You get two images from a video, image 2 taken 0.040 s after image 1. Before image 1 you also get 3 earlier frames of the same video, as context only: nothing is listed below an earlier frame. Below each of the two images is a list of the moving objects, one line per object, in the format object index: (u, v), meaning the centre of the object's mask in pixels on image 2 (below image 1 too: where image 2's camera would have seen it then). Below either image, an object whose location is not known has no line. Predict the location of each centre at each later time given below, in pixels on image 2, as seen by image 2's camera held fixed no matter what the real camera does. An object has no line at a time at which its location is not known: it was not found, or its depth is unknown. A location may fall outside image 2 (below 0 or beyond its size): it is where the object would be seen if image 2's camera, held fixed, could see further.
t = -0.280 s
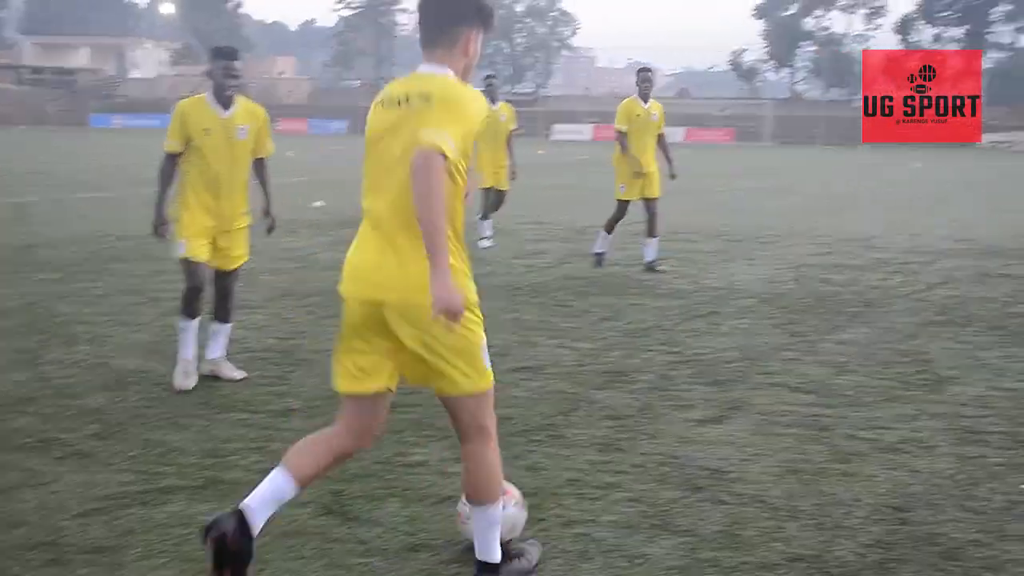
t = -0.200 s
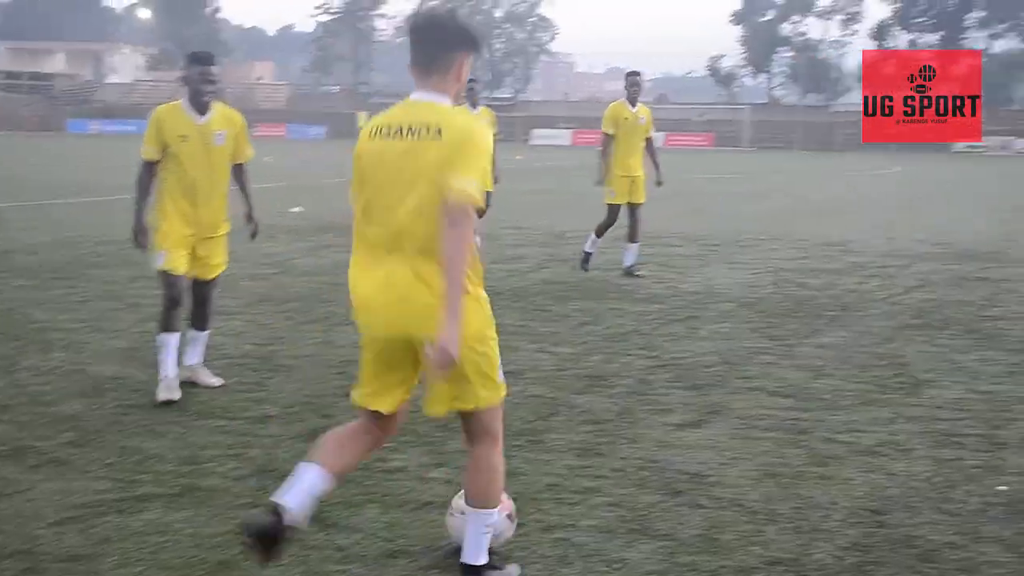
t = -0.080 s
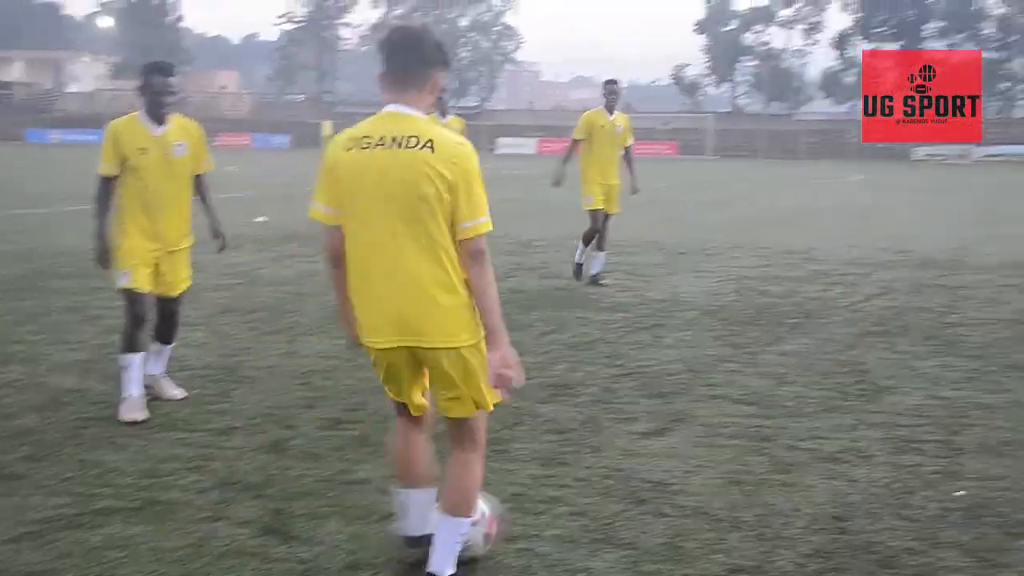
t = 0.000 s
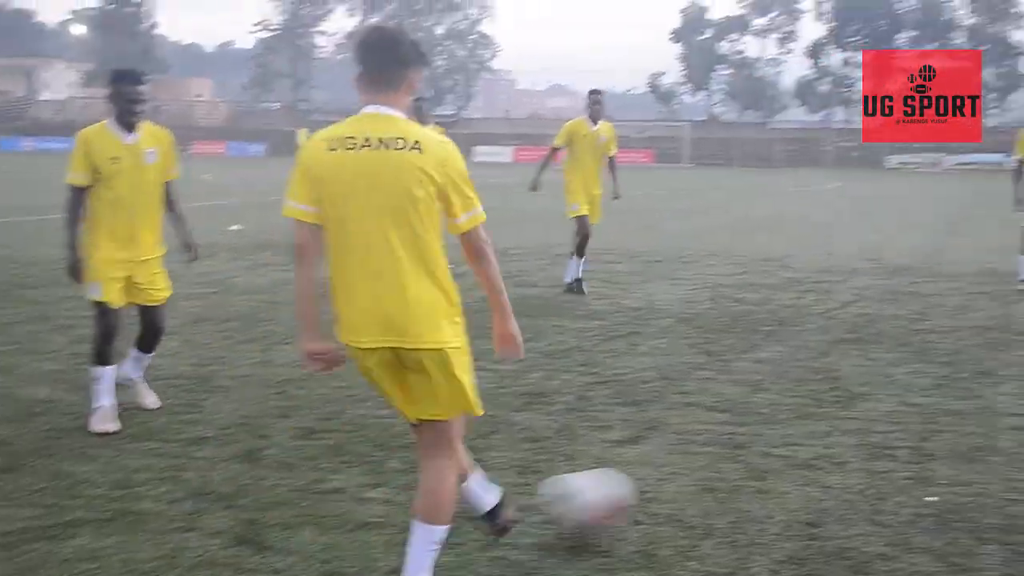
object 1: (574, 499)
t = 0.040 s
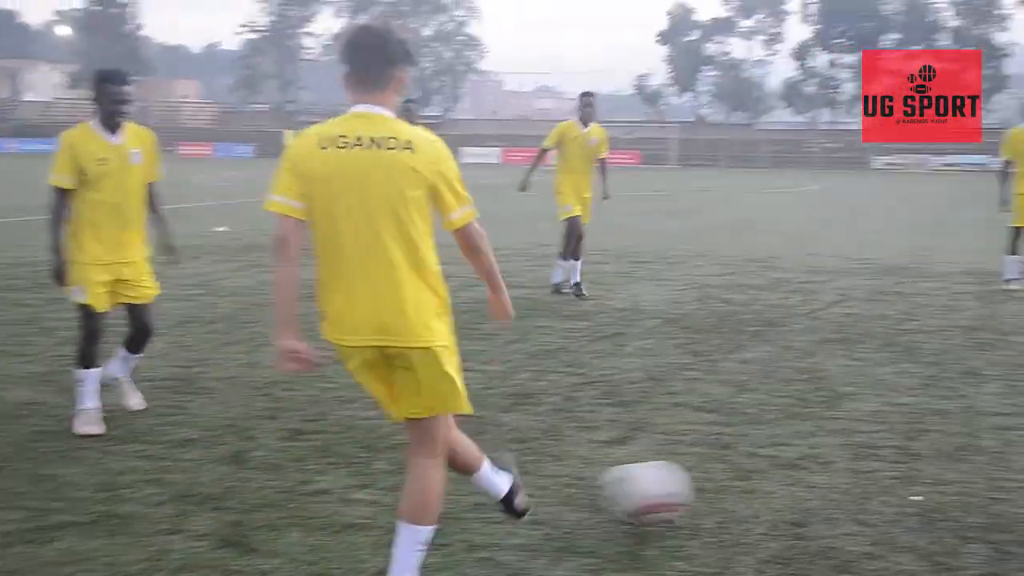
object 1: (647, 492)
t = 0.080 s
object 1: (715, 488)
